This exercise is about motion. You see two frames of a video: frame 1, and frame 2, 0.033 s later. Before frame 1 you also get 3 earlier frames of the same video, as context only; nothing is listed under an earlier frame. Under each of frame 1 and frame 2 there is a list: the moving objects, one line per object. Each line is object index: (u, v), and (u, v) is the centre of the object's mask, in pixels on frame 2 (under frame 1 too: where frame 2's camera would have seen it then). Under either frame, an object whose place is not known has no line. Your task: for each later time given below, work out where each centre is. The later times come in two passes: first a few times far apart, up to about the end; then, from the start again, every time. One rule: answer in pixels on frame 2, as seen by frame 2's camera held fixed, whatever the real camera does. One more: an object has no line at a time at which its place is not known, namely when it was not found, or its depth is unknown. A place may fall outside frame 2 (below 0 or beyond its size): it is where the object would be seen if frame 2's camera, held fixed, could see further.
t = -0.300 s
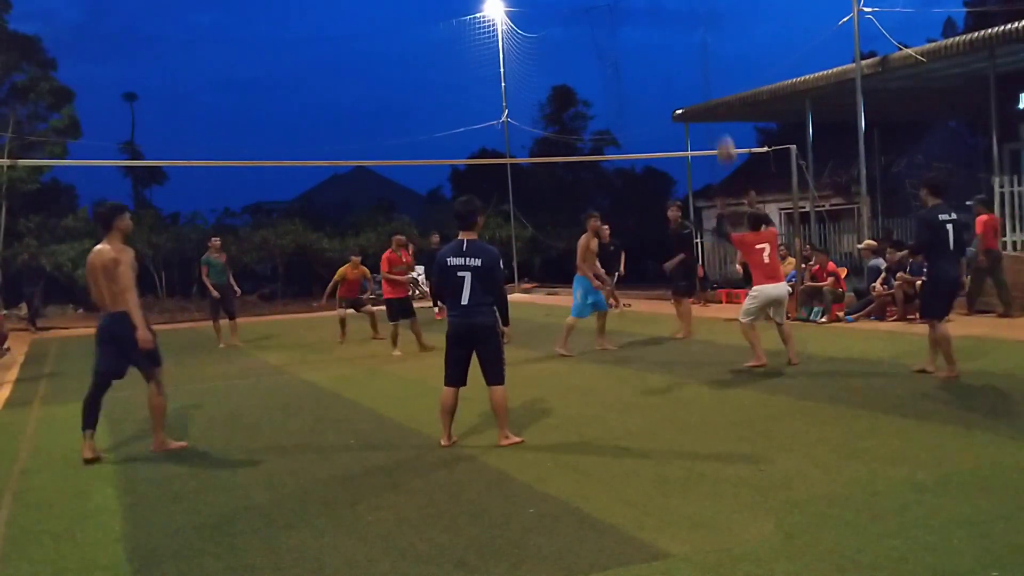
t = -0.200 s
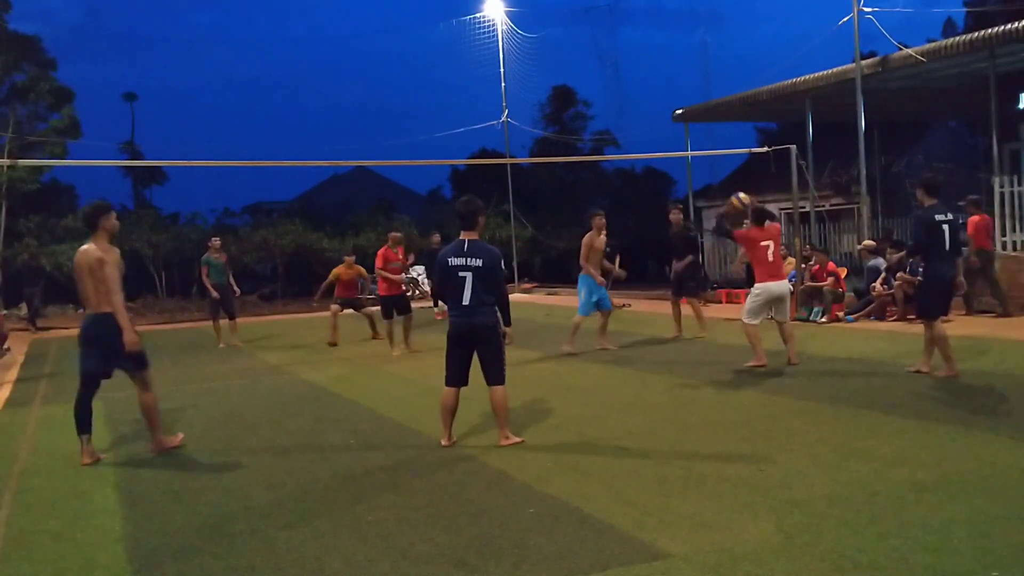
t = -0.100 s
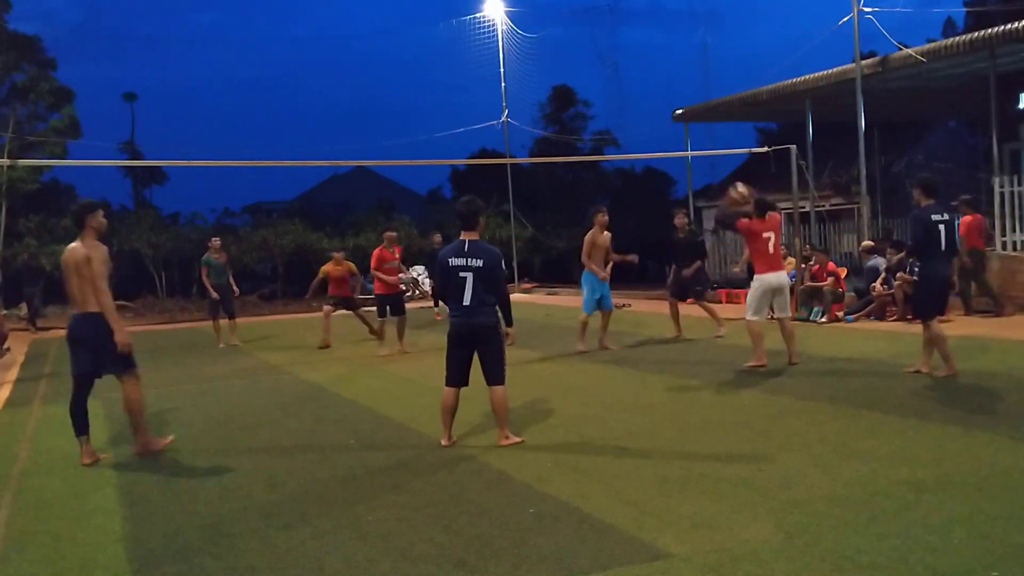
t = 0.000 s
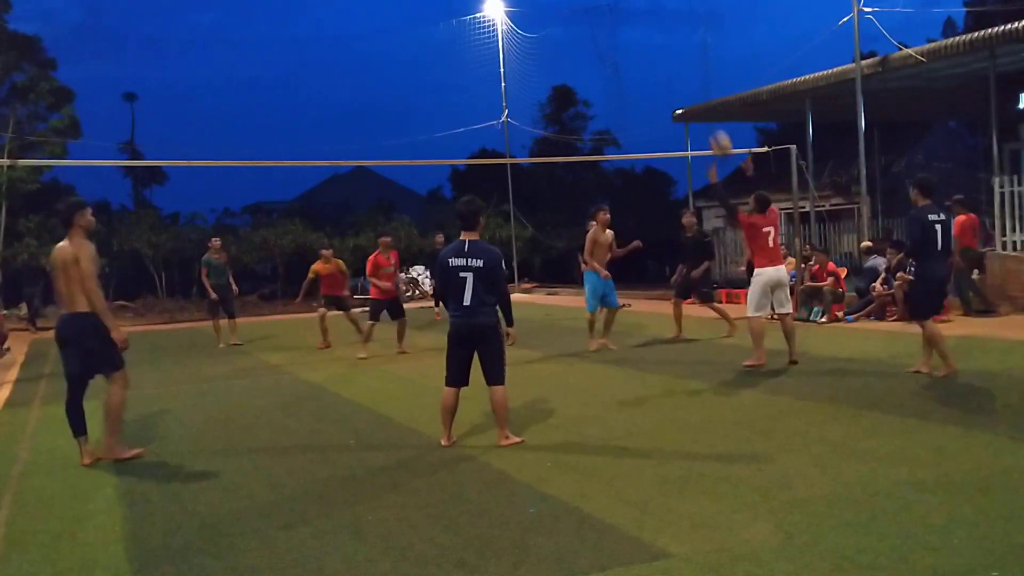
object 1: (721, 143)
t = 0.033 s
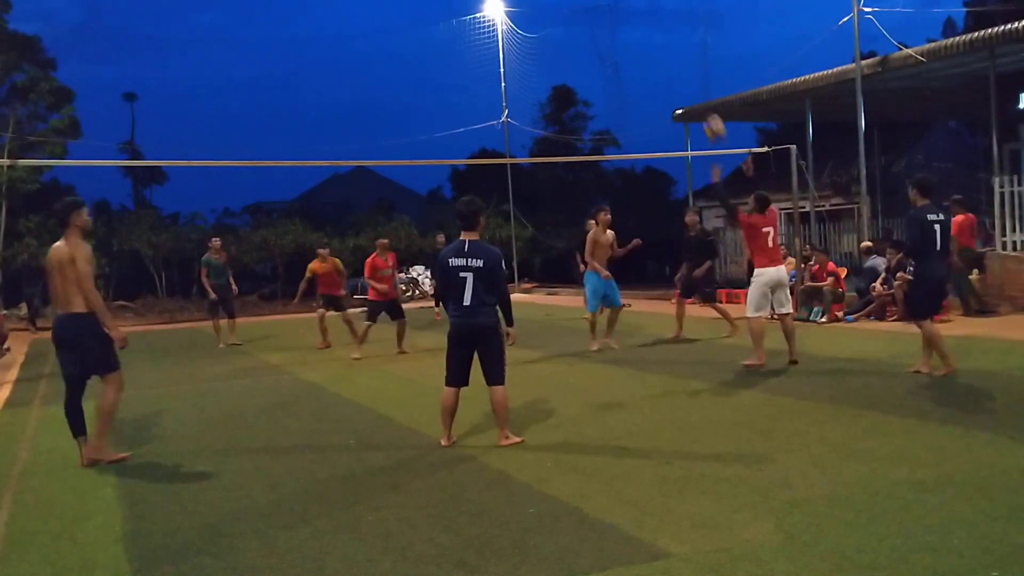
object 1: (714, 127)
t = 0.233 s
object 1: (675, 52)
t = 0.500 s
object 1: (629, 16)
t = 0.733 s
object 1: (593, 38)
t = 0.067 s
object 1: (708, 112)
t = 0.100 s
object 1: (701, 96)
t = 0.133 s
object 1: (694, 84)
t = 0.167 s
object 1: (688, 73)
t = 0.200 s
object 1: (682, 62)
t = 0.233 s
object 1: (675, 52)
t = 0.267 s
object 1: (669, 44)
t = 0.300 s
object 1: (663, 37)
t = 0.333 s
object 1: (657, 30)
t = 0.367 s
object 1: (651, 25)
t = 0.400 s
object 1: (645, 21)
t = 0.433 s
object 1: (640, 19)
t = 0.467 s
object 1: (634, 16)
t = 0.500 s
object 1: (629, 16)
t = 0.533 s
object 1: (624, 16)
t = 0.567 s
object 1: (618, 17)
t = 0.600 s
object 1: (613, 19)
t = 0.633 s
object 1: (608, 23)
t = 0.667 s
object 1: (604, 26)
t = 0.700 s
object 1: (599, 32)
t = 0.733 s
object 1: (593, 38)
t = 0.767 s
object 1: (589, 45)
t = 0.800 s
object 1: (584, 53)
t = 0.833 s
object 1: (580, 62)
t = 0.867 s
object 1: (576, 71)
